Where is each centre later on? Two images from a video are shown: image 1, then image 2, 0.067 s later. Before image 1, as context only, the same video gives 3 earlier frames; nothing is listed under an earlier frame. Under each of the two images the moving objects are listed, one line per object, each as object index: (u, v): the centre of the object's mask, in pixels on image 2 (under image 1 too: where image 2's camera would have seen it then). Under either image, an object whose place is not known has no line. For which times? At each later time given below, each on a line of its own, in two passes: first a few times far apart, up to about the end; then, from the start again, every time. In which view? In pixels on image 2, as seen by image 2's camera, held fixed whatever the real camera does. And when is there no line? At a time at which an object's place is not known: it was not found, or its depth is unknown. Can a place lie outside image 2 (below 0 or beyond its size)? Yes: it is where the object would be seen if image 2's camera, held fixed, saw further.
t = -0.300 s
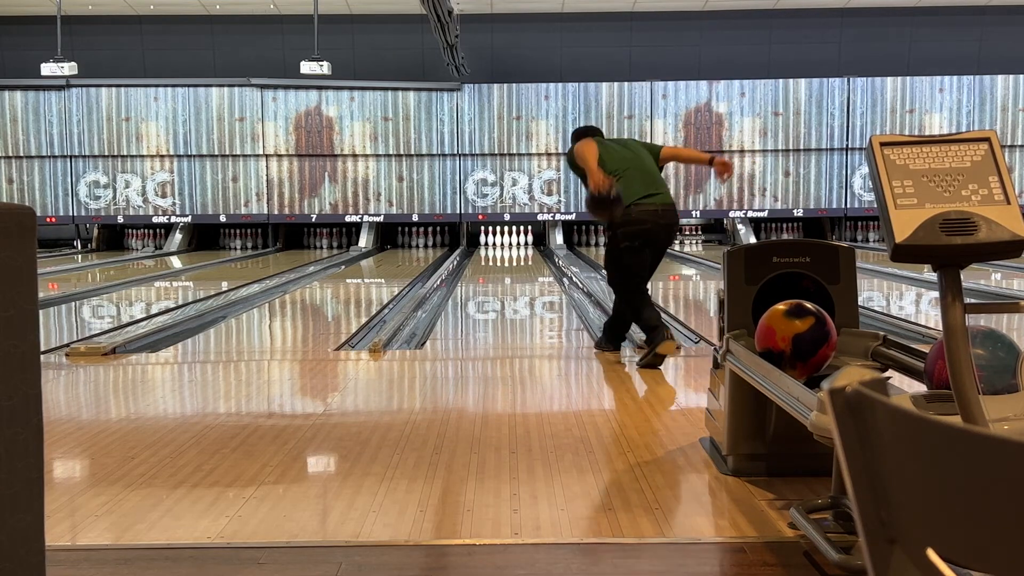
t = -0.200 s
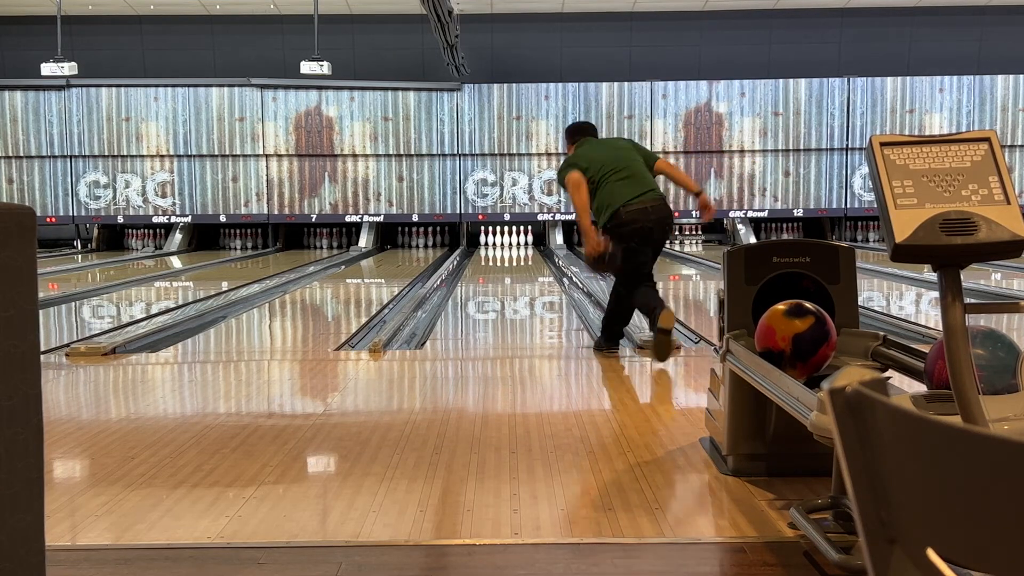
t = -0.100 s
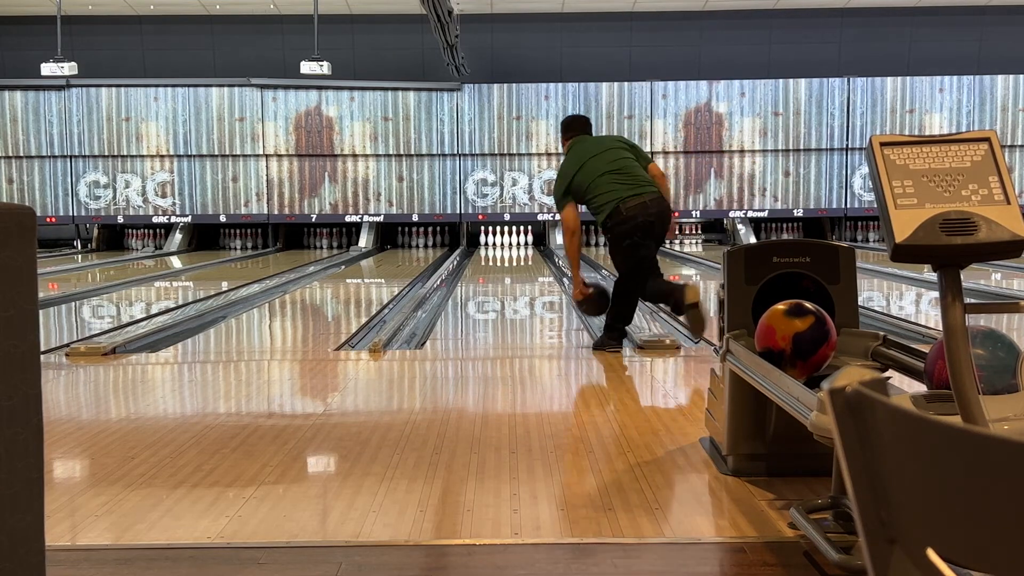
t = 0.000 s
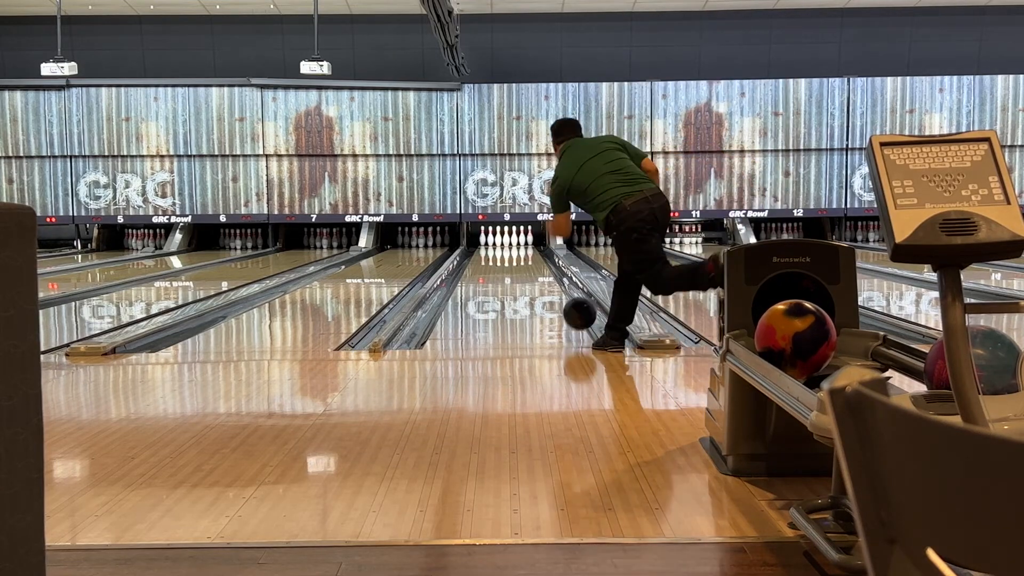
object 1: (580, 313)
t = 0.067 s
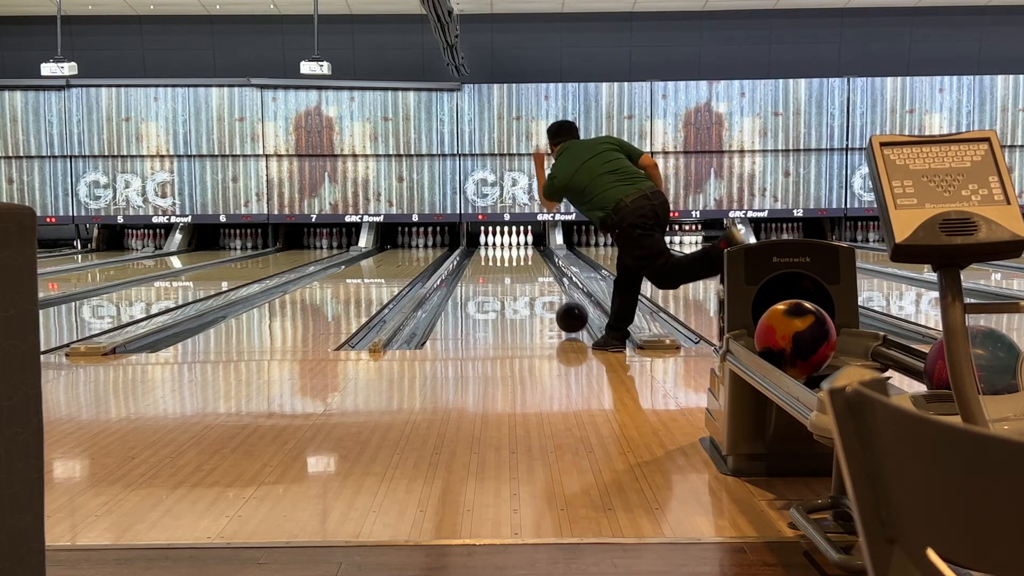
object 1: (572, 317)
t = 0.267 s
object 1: (553, 304)
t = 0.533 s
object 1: (534, 290)
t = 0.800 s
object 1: (520, 280)
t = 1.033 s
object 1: (510, 272)
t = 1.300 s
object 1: (502, 265)
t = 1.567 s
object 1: (495, 259)
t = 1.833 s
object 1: (491, 255)
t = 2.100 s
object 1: (488, 251)
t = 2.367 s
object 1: (488, 247)
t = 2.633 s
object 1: (491, 245)
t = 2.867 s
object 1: (497, 243)
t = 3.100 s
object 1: (501, 241)
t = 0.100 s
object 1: (568, 314)
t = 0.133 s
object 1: (565, 311)
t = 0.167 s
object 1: (562, 311)
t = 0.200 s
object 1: (559, 309)
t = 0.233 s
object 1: (556, 307)
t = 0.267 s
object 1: (553, 304)
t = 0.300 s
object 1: (550, 302)
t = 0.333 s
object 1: (547, 300)
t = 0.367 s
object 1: (545, 298)
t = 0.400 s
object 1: (543, 297)
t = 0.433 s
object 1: (540, 295)
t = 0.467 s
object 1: (538, 293)
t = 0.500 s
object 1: (536, 292)
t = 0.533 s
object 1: (534, 290)
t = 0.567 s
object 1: (532, 289)
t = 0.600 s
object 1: (530, 287)
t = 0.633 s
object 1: (528, 286)
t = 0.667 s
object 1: (526, 284)
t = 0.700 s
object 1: (525, 283)
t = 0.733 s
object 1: (523, 282)
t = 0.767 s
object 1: (521, 281)
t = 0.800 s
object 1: (520, 280)
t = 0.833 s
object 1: (518, 279)
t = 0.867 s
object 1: (517, 277)
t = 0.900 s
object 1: (515, 276)
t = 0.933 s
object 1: (514, 275)
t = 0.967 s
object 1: (513, 274)
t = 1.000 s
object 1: (512, 273)
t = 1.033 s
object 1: (510, 272)
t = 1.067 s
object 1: (509, 271)
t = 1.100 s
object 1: (508, 270)
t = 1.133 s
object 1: (507, 270)
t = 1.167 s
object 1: (506, 269)
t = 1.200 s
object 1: (505, 268)
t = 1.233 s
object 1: (504, 267)
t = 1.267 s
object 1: (503, 266)
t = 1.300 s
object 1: (502, 265)
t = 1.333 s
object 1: (501, 264)
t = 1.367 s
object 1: (500, 263)
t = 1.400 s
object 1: (499, 263)
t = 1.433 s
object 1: (498, 262)
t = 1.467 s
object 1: (498, 261)
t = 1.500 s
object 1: (497, 261)
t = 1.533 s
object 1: (496, 260)
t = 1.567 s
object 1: (495, 259)
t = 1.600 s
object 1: (495, 259)
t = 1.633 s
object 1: (494, 258)
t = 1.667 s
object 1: (493, 257)
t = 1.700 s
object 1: (493, 257)
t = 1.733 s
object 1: (492, 256)
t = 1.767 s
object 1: (492, 256)
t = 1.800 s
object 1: (491, 255)
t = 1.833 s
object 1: (491, 255)
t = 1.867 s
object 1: (490, 254)
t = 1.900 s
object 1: (490, 254)
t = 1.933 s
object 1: (489, 253)
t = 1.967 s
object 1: (489, 253)
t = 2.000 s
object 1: (488, 253)
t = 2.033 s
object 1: (488, 252)
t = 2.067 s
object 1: (488, 251)
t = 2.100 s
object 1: (488, 251)
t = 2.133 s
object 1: (488, 251)
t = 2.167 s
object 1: (487, 250)
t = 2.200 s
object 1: (487, 250)
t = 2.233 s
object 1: (487, 249)
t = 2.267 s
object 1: (487, 249)
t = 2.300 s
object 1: (487, 248)
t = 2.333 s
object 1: (487, 248)
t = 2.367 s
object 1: (488, 247)
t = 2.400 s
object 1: (488, 247)
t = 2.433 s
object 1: (488, 247)
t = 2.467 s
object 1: (488, 246)
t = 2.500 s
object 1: (489, 246)
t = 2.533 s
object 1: (489, 246)
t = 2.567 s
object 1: (490, 246)
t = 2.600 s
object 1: (490, 245)
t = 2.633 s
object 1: (491, 245)
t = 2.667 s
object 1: (492, 244)
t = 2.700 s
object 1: (492, 244)
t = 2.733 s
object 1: (493, 244)
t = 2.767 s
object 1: (494, 244)
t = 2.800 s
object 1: (495, 243)
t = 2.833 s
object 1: (496, 243)
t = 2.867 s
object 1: (497, 243)
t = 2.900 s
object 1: (498, 243)
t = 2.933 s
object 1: (499, 242)
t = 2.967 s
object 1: (499, 242)
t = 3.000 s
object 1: (500, 242)
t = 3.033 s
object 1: (501, 241)
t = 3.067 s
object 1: (501, 241)
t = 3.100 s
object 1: (501, 241)
